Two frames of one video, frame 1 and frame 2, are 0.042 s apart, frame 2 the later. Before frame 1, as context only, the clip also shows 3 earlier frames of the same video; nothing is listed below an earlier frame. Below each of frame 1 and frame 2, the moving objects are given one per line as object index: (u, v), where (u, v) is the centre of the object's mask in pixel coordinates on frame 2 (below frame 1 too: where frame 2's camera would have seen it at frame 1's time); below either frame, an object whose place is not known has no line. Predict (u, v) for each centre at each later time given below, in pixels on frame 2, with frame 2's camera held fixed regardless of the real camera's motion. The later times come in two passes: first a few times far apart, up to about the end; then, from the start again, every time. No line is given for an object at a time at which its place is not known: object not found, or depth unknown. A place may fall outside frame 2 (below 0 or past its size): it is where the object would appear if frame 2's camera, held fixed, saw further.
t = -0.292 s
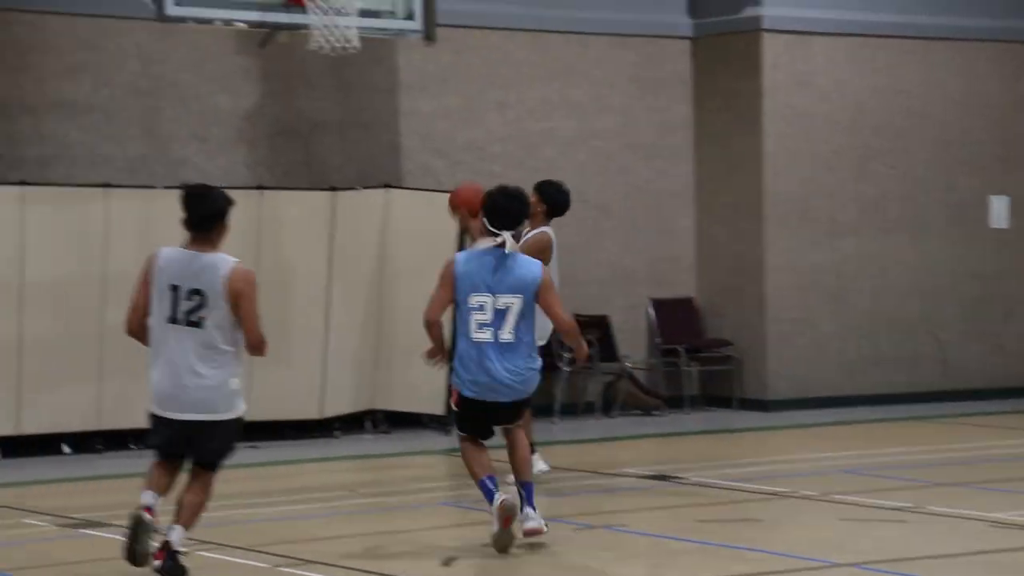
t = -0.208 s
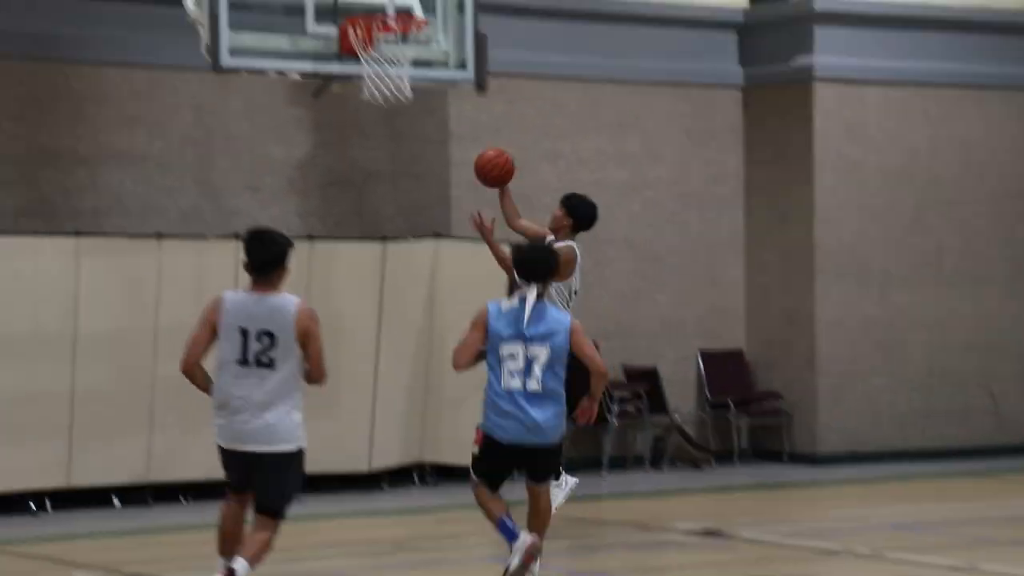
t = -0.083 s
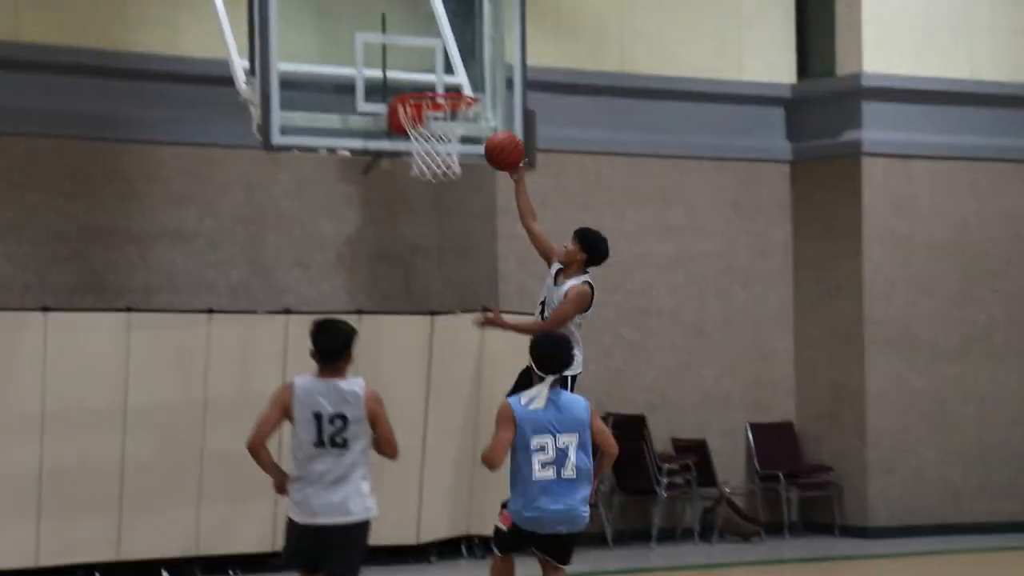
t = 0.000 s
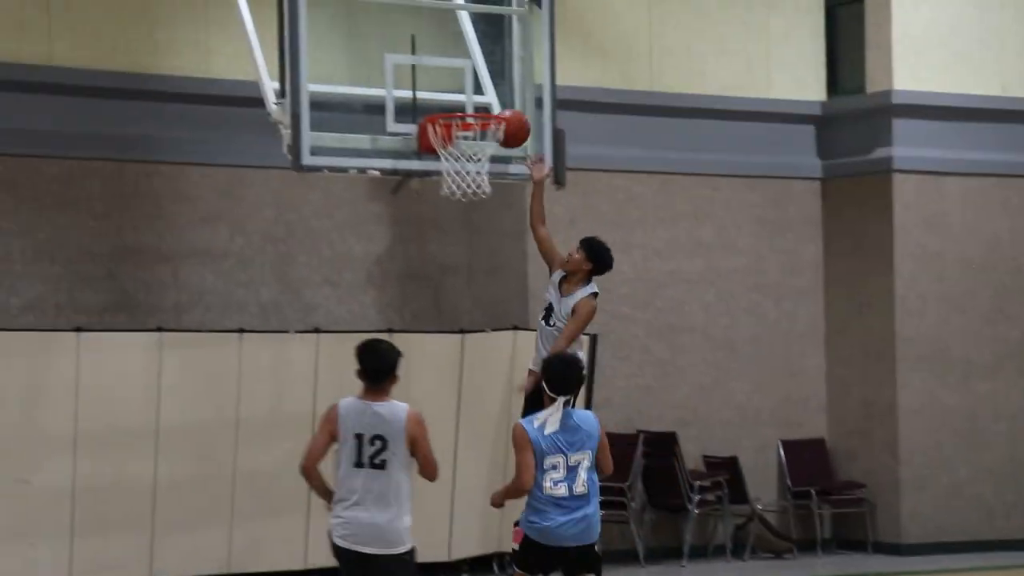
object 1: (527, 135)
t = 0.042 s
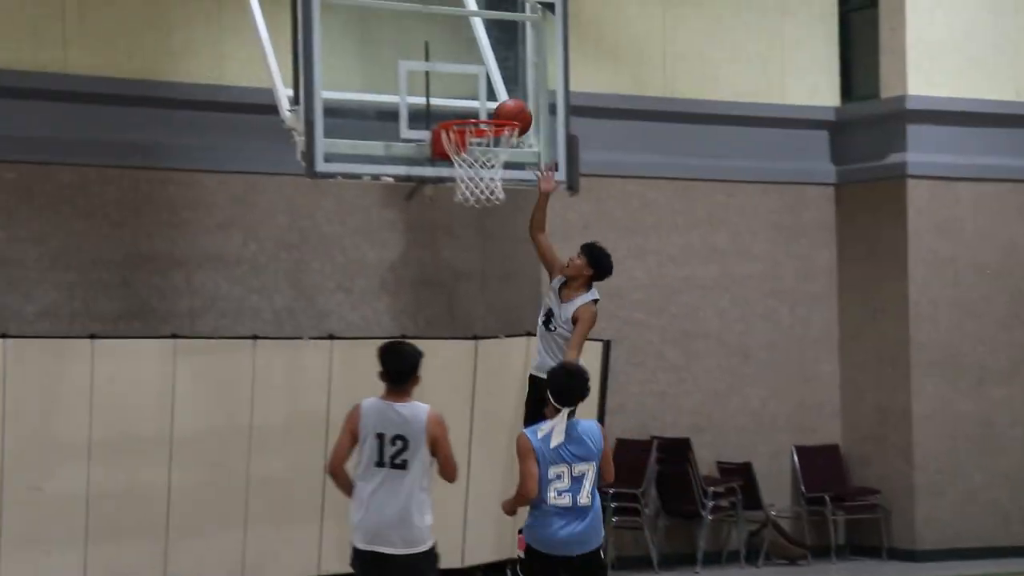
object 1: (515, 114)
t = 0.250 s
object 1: (498, 86)
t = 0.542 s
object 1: (479, 142)
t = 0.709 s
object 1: (456, 175)
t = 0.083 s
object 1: (501, 103)
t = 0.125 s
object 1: (498, 96)
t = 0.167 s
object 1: (498, 89)
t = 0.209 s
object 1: (498, 87)
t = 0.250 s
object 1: (498, 86)
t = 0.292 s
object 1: (499, 87)
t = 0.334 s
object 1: (499, 92)
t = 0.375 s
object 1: (500, 100)
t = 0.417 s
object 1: (500, 108)
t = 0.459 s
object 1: (498, 118)
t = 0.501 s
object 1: (490, 130)
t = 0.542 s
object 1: (479, 142)
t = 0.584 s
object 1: (467, 154)
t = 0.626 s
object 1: (460, 167)
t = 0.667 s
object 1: (458, 172)
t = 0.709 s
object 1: (456, 175)
